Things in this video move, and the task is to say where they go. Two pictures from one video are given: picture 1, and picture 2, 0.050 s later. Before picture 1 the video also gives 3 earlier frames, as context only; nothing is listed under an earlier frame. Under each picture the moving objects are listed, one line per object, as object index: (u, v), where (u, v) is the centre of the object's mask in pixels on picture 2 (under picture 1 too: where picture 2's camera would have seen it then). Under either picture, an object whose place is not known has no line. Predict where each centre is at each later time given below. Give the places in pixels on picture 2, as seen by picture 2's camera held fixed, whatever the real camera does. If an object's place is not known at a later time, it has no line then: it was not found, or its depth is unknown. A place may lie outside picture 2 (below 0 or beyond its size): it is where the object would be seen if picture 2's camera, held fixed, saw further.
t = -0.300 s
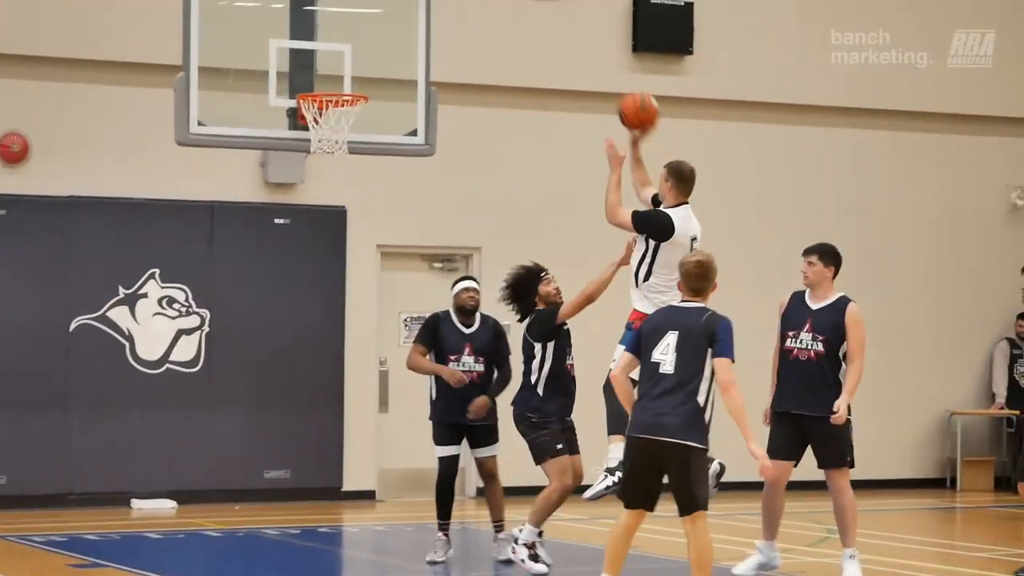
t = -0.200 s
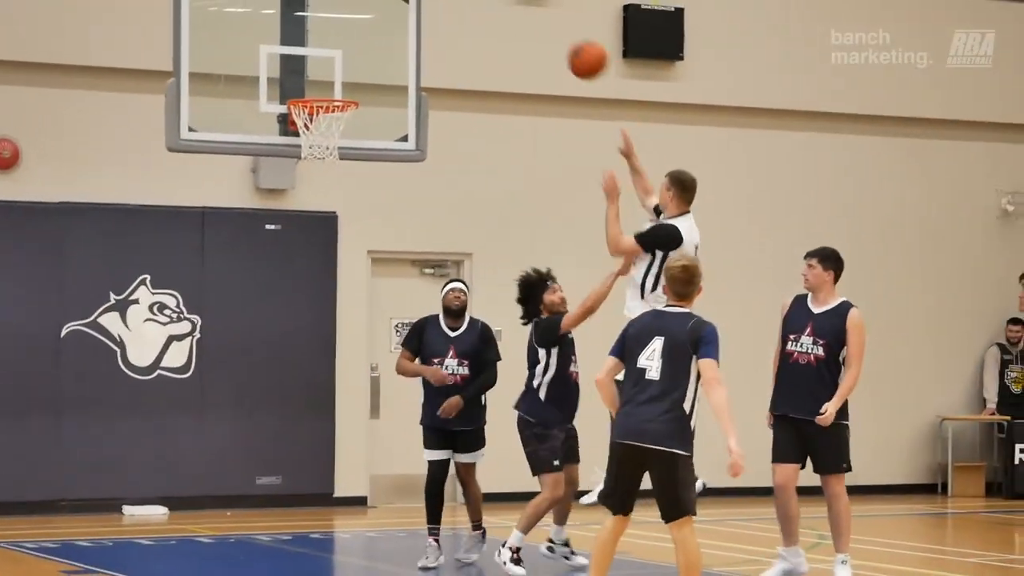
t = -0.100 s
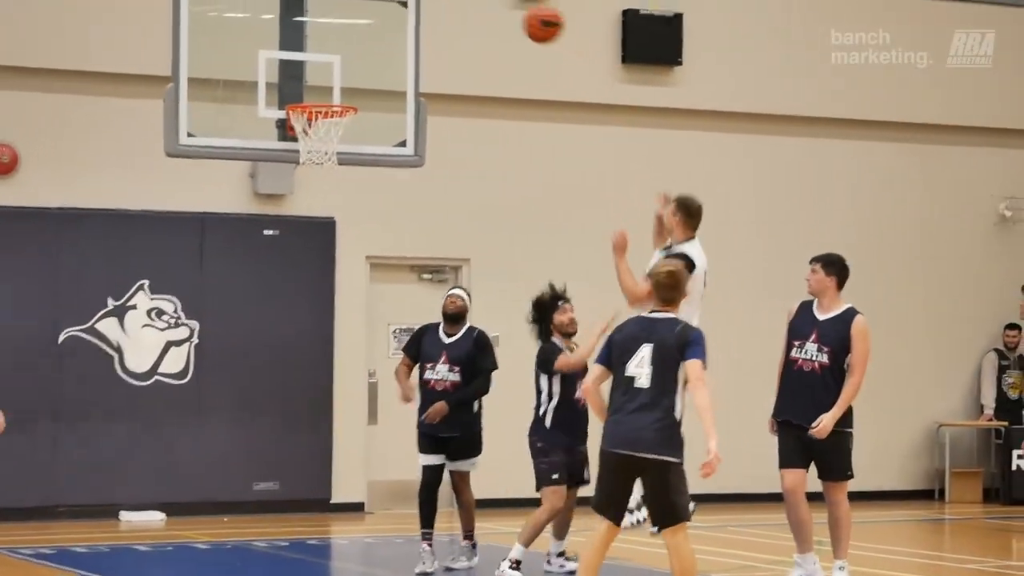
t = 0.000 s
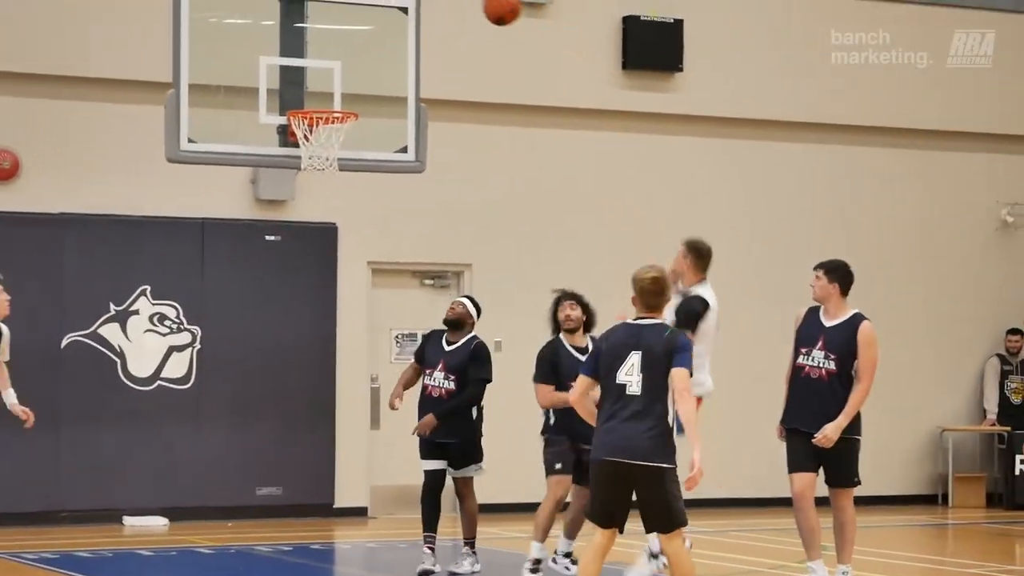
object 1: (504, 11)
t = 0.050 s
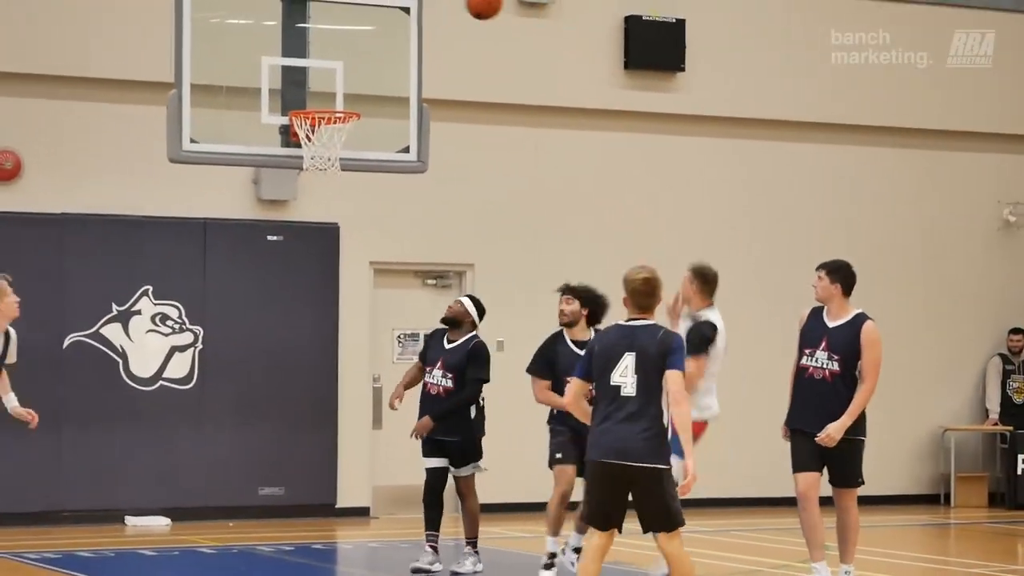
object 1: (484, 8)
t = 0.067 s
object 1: (477, 8)
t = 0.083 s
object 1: (470, 7)
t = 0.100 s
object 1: (462, 7)
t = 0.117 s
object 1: (456, 6)
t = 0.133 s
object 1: (450, 7)
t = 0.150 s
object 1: (443, 7)
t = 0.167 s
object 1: (437, 6)
